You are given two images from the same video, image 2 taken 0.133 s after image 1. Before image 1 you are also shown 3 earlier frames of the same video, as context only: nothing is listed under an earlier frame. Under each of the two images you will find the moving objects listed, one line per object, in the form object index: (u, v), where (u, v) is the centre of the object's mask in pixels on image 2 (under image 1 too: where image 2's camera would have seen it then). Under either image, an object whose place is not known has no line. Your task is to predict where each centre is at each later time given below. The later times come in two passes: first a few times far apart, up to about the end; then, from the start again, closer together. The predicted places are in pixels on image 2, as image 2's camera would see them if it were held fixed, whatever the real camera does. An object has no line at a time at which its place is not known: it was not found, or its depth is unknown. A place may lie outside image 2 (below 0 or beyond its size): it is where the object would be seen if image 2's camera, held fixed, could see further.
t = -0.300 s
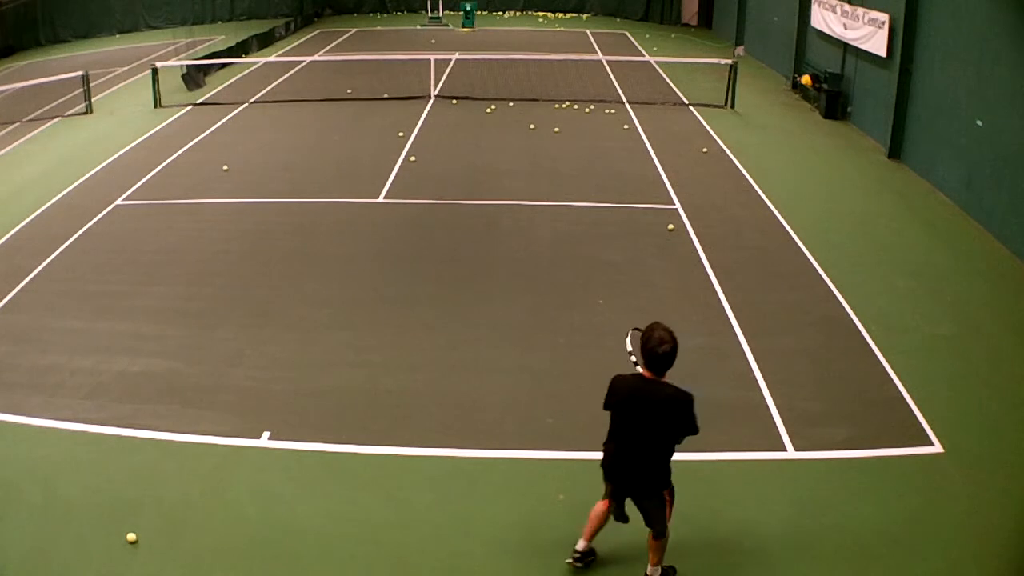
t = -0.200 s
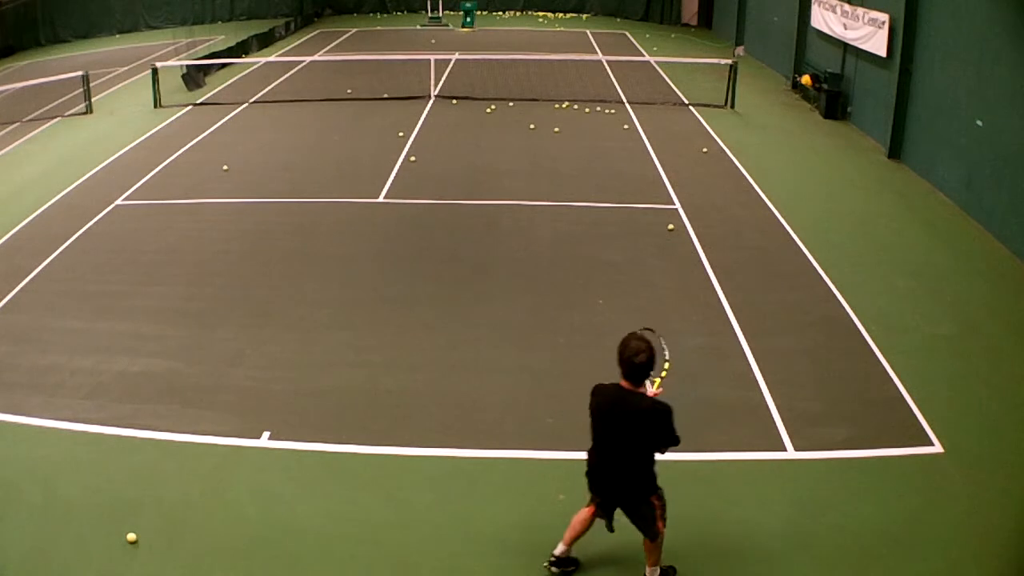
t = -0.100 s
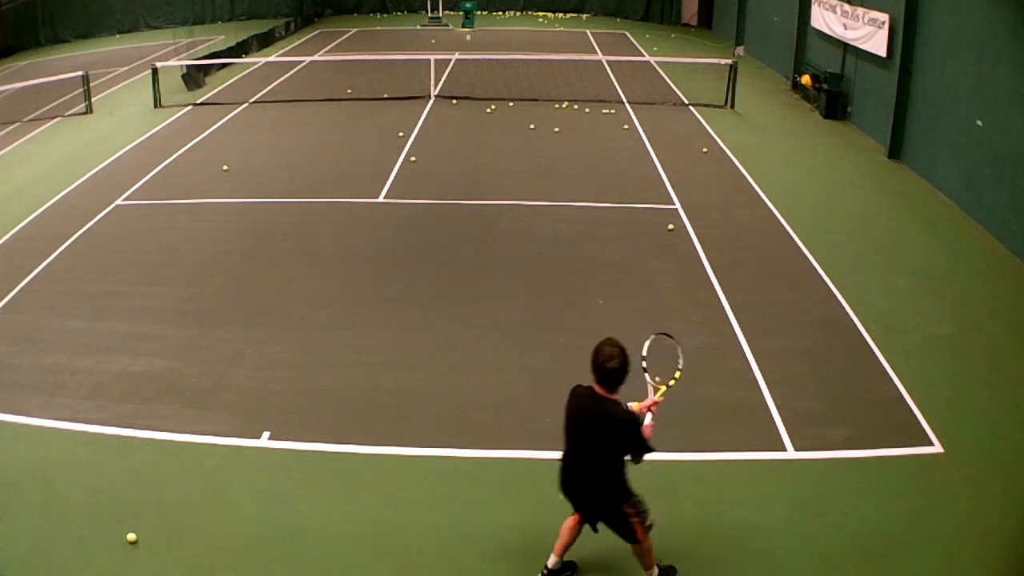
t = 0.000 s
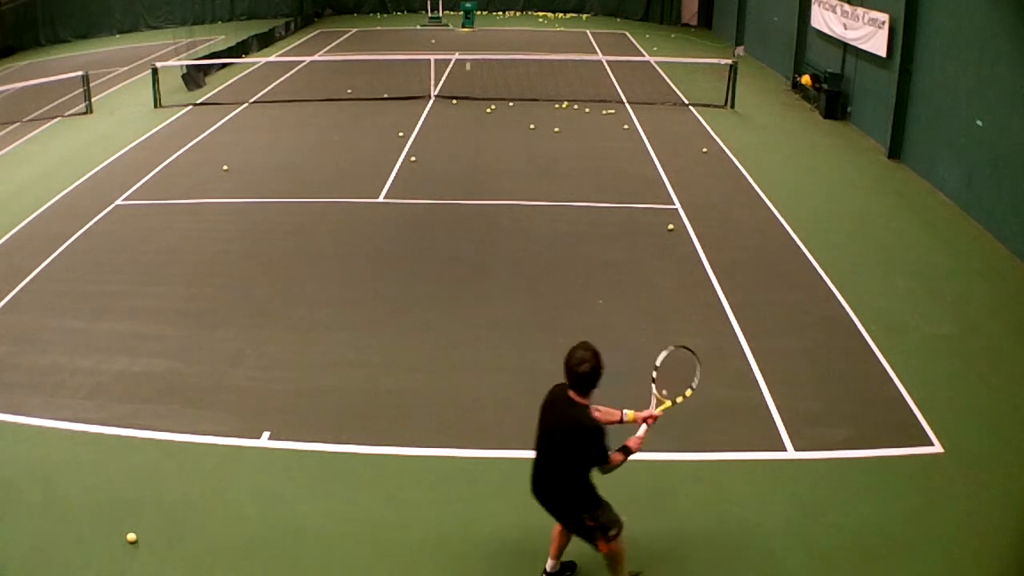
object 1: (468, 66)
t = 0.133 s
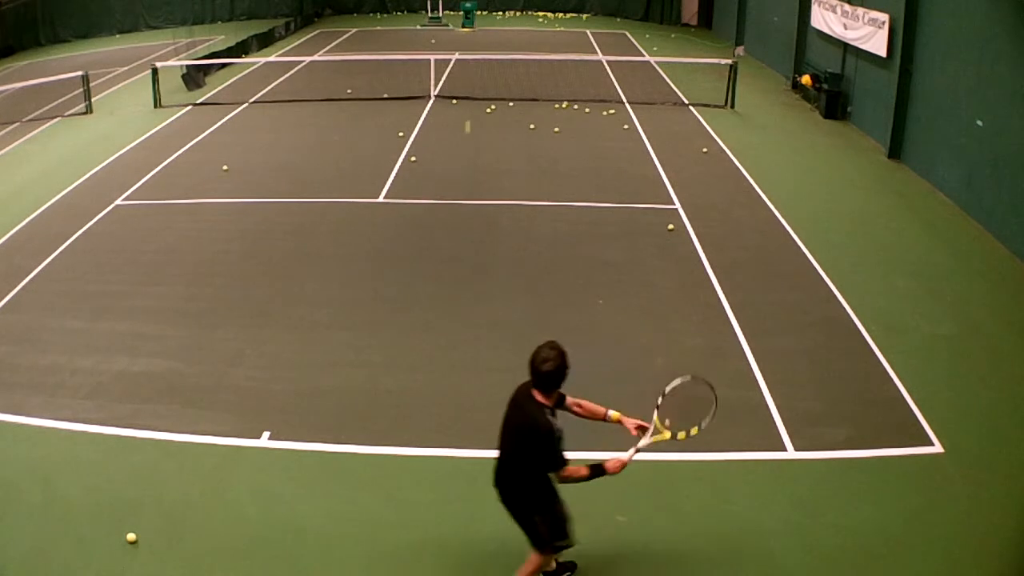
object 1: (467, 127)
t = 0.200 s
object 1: (467, 170)
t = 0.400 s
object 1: (467, 260)
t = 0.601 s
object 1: (468, 290)
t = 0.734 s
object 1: (469, 353)
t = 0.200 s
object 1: (467, 170)
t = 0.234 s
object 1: (467, 194)
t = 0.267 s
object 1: (467, 225)
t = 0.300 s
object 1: (467, 255)
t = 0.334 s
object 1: (466, 260)
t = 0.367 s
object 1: (467, 260)
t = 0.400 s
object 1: (467, 260)
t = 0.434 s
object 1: (467, 261)
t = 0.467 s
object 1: (467, 263)
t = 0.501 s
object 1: (467, 268)
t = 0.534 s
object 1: (467, 273)
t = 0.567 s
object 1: (467, 281)
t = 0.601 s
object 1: (468, 290)
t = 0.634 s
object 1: (468, 301)
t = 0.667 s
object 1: (468, 316)
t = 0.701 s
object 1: (468, 333)
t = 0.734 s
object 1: (469, 353)
